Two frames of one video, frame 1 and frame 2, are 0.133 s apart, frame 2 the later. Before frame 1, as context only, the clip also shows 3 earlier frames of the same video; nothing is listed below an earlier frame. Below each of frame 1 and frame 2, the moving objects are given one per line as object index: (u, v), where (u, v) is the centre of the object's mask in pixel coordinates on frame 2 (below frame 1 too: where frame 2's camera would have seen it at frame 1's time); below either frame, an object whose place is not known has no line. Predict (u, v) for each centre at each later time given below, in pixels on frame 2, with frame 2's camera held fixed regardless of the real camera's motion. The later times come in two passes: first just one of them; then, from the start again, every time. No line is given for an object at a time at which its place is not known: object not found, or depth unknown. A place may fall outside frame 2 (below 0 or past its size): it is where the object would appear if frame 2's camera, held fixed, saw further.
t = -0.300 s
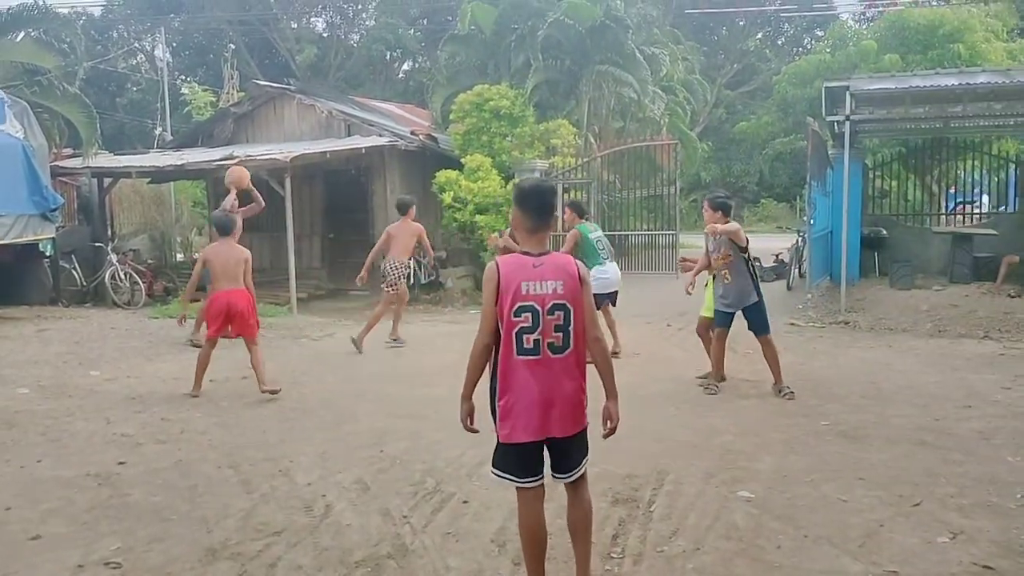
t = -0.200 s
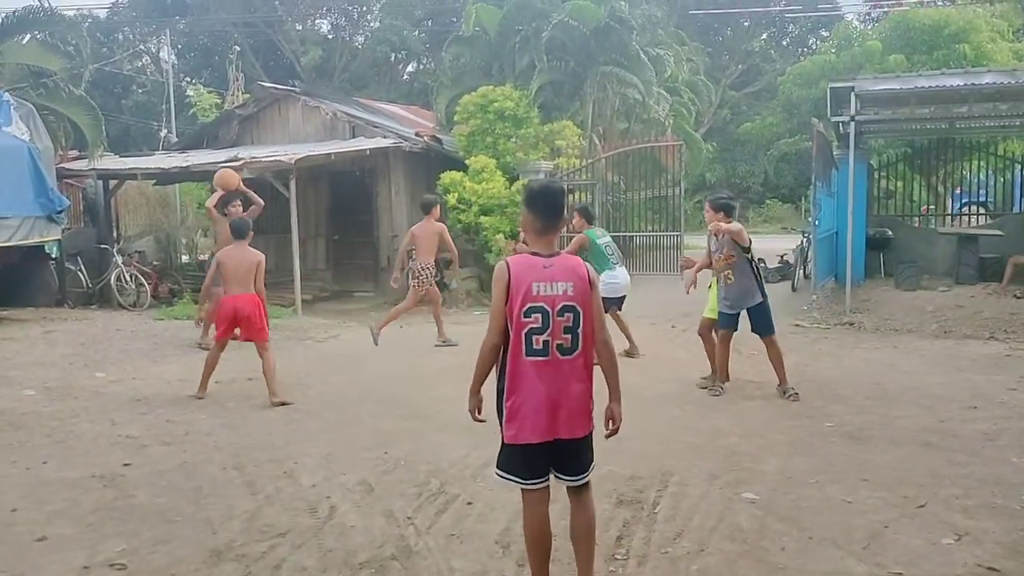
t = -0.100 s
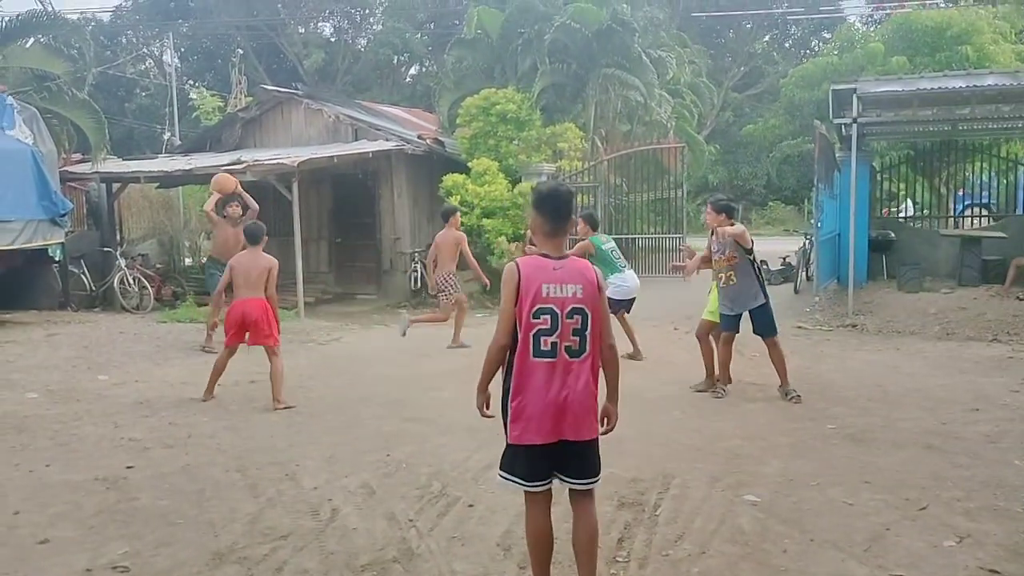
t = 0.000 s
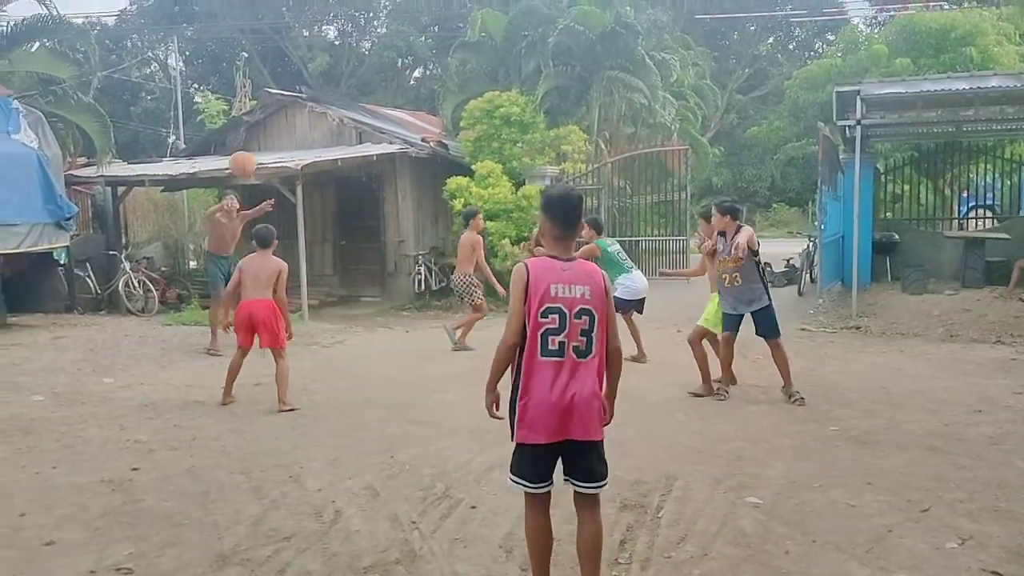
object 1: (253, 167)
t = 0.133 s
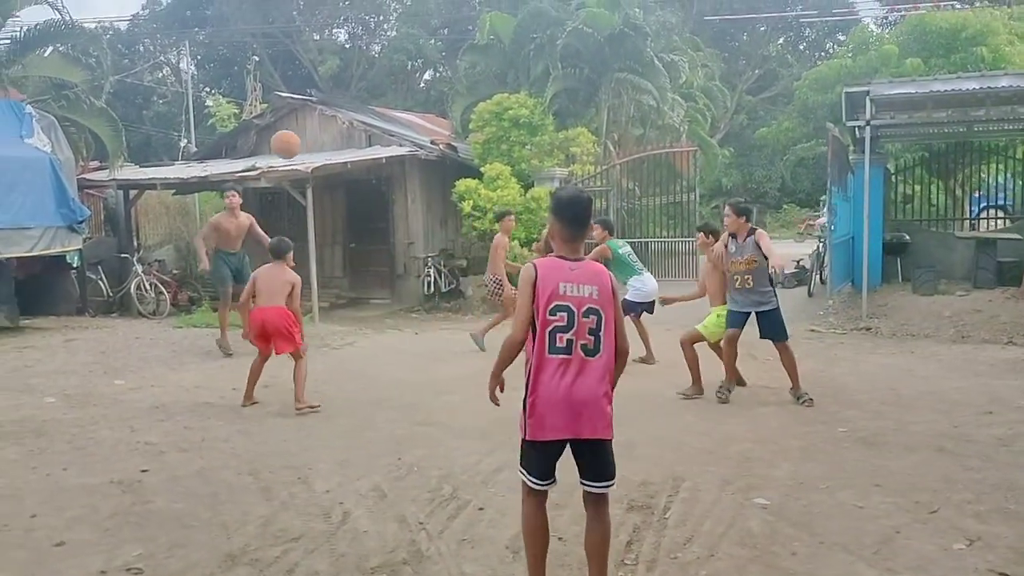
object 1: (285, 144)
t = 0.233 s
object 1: (318, 138)
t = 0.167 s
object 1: (296, 141)
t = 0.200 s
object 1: (306, 139)
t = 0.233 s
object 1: (318, 138)
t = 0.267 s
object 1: (330, 139)
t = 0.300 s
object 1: (343, 142)
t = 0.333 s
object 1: (357, 147)
